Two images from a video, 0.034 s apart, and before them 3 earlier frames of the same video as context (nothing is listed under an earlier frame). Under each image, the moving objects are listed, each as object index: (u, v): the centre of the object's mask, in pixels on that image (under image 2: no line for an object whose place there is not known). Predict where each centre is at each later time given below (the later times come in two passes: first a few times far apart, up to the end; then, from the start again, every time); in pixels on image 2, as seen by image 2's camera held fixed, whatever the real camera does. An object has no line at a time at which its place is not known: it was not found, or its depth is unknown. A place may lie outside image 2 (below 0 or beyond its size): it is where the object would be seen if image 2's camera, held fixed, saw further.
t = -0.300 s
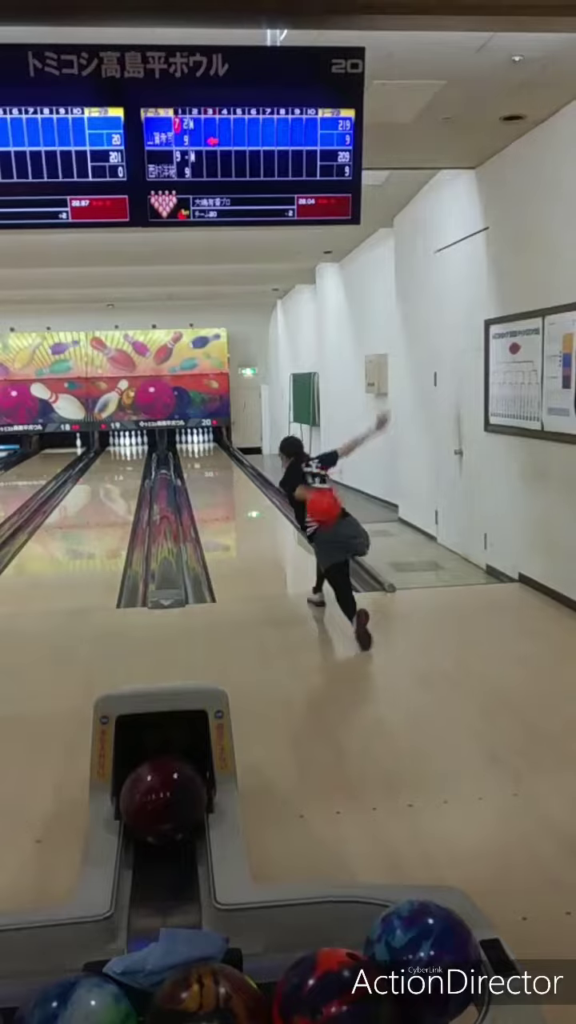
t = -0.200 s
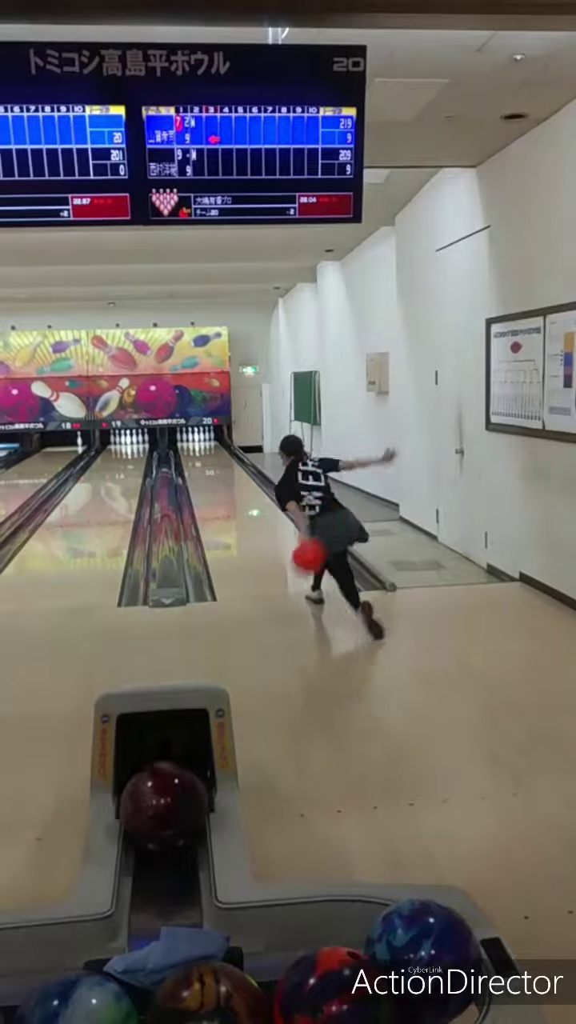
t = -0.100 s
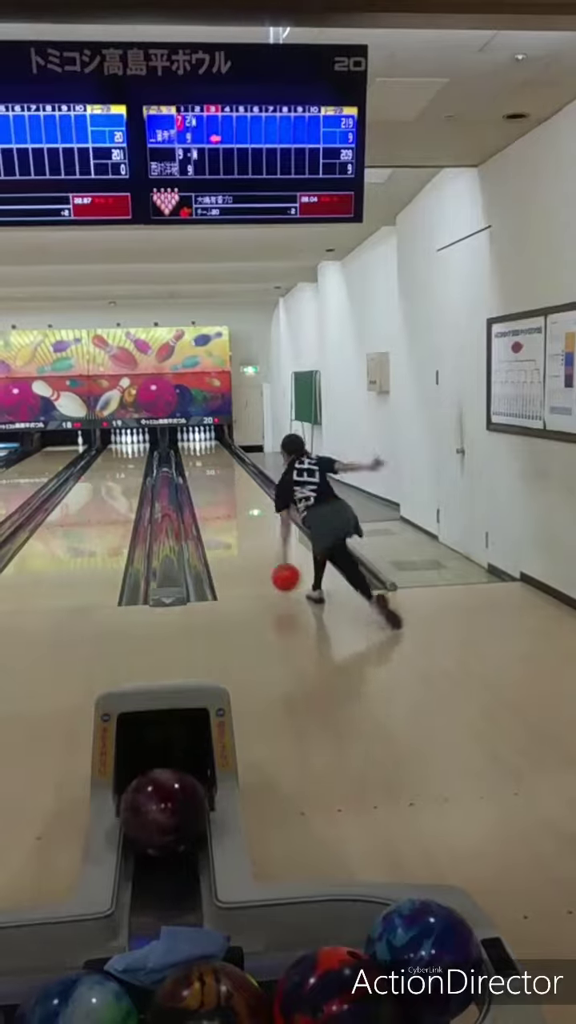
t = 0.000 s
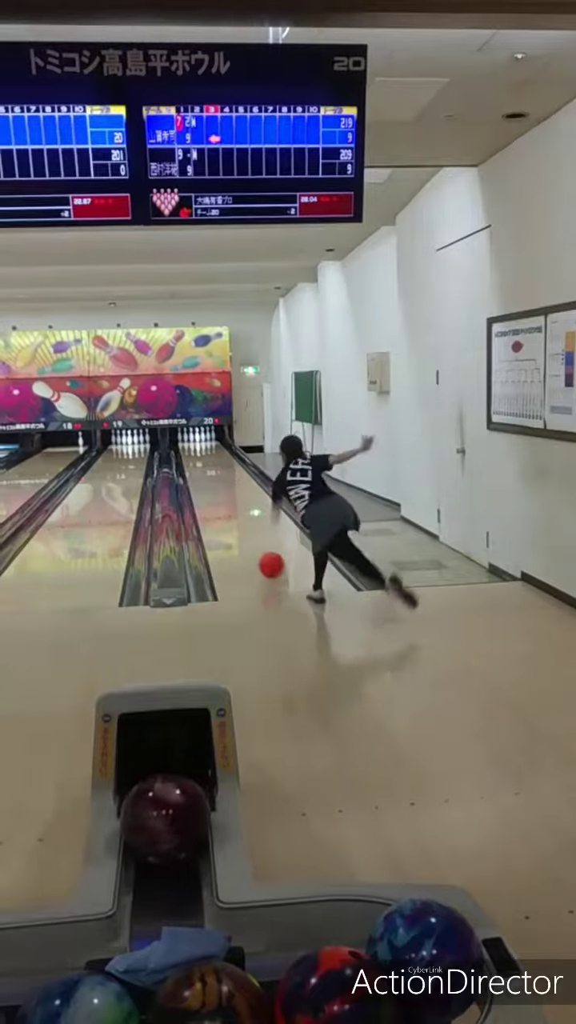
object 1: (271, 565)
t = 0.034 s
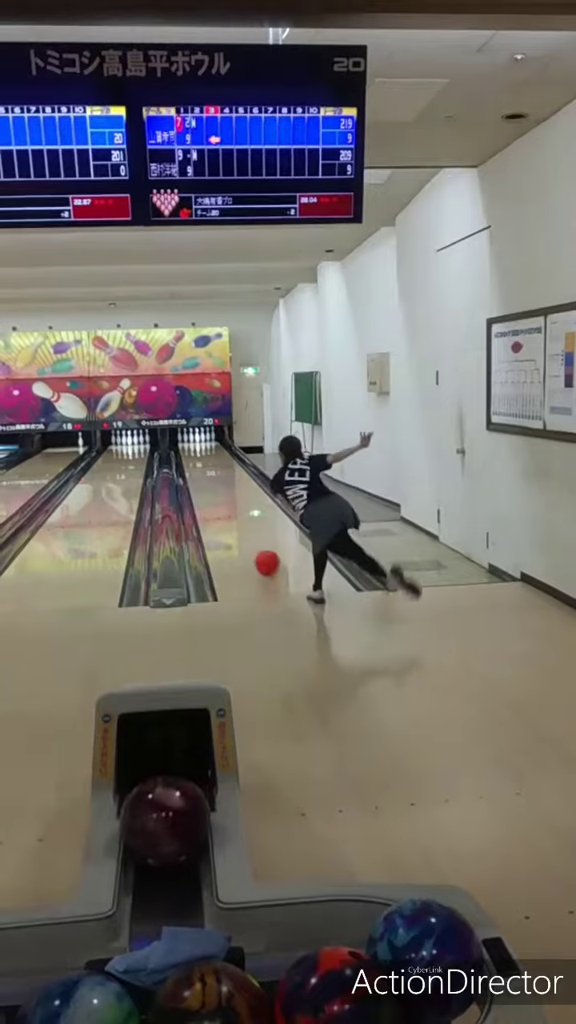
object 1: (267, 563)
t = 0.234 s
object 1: (247, 536)
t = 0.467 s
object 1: (231, 512)
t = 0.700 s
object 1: (219, 497)
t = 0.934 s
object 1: (211, 484)
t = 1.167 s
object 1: (203, 474)
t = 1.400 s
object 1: (198, 465)
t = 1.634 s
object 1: (194, 459)
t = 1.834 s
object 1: (191, 454)
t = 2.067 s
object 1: (189, 449)
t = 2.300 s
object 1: (188, 444)
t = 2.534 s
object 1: (190, 442)
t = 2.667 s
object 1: (192, 439)
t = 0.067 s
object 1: (263, 558)
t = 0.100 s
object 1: (260, 553)
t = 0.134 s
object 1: (256, 548)
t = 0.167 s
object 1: (253, 544)
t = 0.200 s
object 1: (250, 540)
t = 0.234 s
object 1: (247, 536)
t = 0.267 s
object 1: (244, 532)
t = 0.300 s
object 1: (242, 528)
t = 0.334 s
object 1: (240, 525)
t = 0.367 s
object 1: (237, 522)
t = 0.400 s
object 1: (235, 519)
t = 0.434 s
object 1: (233, 516)
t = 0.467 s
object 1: (231, 512)
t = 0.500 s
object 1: (229, 510)
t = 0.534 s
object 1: (227, 507)
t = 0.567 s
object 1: (226, 505)
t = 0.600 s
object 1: (224, 503)
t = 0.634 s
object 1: (223, 501)
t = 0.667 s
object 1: (221, 499)
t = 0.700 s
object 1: (219, 497)
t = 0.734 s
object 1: (218, 495)
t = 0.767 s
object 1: (216, 493)
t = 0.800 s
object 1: (216, 491)
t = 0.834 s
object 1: (214, 489)
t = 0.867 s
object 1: (213, 487)
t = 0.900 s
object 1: (211, 485)
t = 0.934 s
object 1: (211, 484)
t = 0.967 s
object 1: (209, 482)
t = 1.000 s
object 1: (208, 480)
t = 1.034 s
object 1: (207, 478)
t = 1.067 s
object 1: (206, 477)
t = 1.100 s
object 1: (205, 476)
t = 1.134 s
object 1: (204, 475)
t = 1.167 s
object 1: (203, 474)
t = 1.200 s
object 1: (202, 472)
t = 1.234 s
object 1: (201, 471)
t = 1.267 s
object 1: (200, 469)
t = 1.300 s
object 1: (200, 468)
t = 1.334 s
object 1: (199, 468)
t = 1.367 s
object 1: (198, 466)
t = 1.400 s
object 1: (198, 465)
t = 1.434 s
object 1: (197, 464)
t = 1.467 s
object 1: (196, 464)
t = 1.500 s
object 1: (196, 463)
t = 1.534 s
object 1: (195, 461)
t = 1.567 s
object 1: (194, 461)
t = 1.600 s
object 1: (194, 459)
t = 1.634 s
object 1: (194, 459)
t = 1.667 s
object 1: (193, 458)
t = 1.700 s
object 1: (192, 457)
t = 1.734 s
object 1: (192, 457)
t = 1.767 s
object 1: (192, 456)
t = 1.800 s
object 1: (192, 455)
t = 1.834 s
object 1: (191, 454)
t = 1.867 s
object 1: (191, 453)
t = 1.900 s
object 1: (190, 453)
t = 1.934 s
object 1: (190, 452)
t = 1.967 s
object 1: (189, 450)
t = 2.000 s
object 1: (189, 449)
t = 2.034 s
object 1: (188, 449)
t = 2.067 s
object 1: (189, 449)
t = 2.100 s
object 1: (188, 448)
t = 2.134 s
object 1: (188, 448)
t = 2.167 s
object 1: (189, 447)
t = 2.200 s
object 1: (188, 446)
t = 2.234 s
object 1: (188, 445)
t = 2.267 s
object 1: (188, 445)
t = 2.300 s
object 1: (188, 444)
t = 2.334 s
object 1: (188, 443)
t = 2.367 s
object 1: (188, 443)
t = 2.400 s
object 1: (189, 443)
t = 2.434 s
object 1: (189, 443)
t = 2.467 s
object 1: (189, 443)
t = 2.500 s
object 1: (190, 442)
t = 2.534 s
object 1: (190, 442)
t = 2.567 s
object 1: (191, 441)
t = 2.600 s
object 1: (191, 441)
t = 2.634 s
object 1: (191, 439)
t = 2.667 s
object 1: (192, 439)
